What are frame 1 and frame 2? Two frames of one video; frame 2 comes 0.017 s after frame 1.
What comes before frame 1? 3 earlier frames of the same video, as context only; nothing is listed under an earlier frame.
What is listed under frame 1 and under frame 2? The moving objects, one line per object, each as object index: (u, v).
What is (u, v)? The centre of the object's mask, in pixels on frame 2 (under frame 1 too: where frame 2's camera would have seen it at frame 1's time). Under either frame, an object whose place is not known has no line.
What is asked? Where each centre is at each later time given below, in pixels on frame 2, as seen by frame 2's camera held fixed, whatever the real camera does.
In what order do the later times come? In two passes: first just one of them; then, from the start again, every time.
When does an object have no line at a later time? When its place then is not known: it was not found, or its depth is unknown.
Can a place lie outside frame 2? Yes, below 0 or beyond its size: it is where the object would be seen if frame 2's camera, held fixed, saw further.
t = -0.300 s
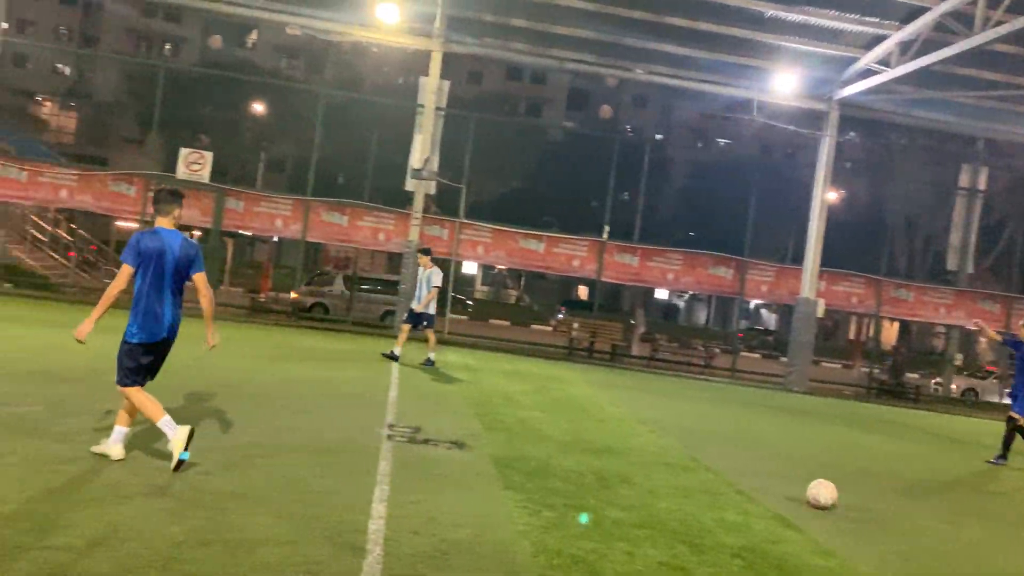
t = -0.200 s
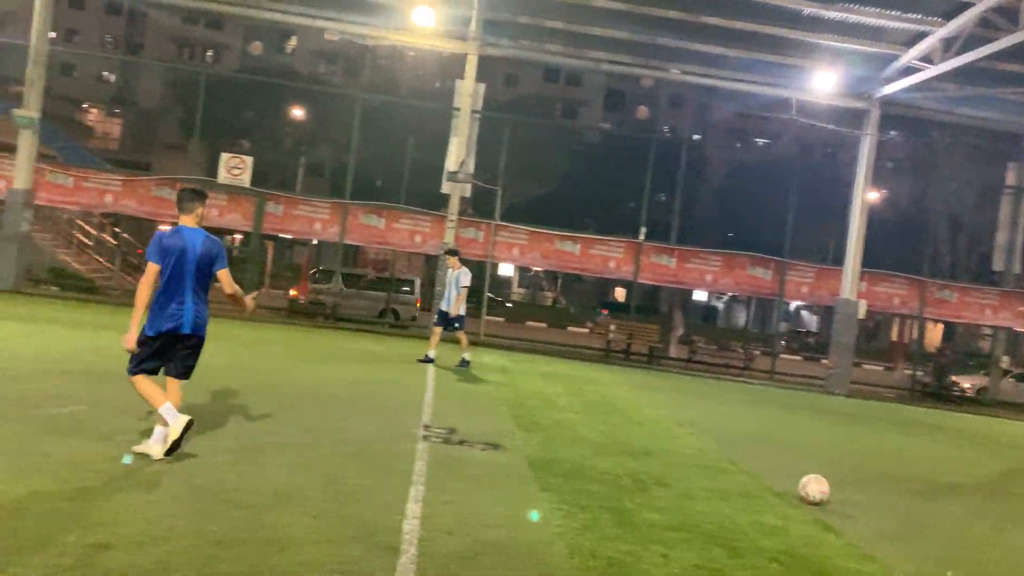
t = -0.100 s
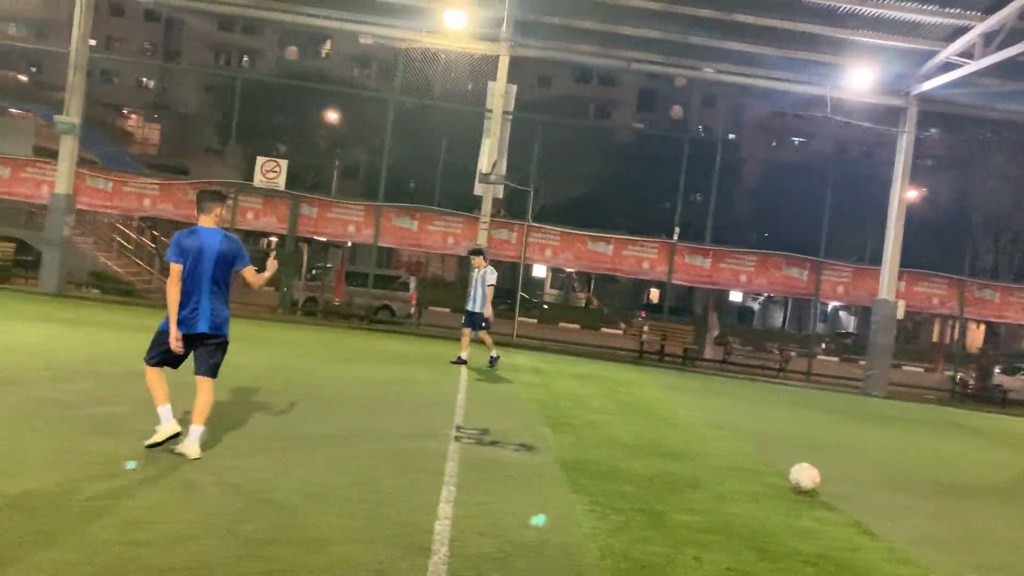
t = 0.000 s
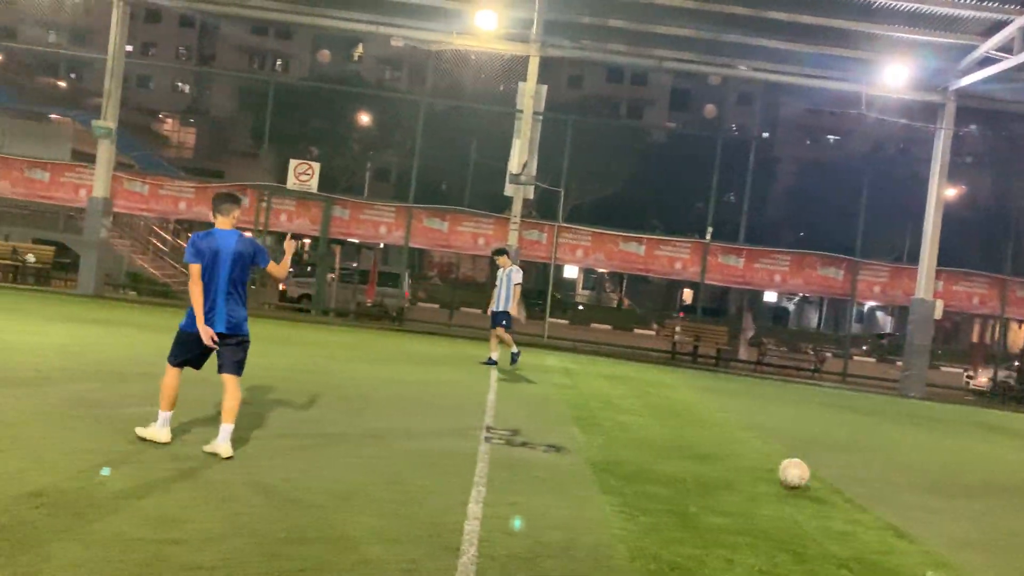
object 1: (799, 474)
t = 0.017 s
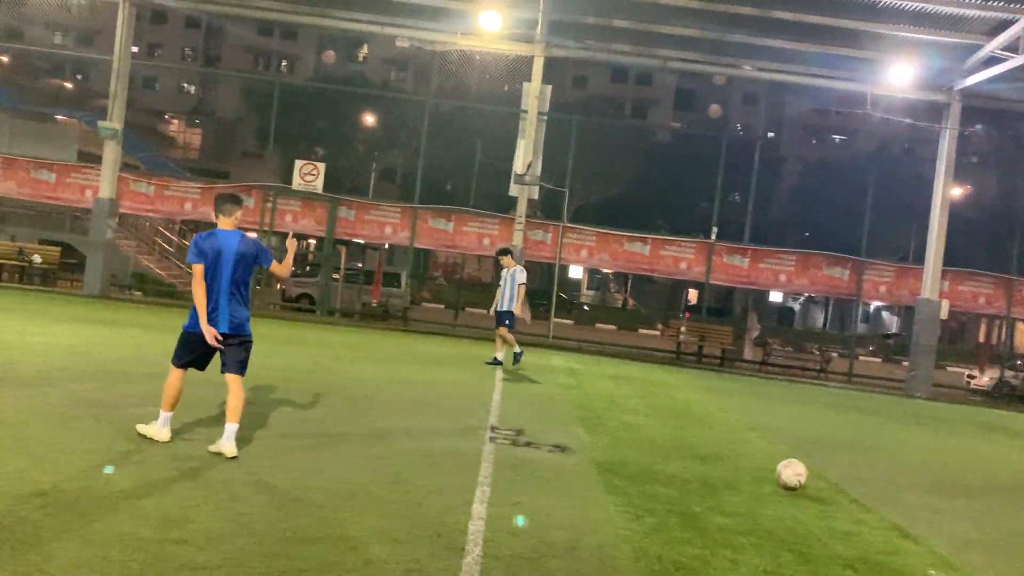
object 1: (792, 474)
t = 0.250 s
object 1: (695, 456)
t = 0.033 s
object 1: (784, 474)
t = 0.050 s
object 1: (776, 472)
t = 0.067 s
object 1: (769, 469)
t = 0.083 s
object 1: (762, 466)
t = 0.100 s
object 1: (756, 464)
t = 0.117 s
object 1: (749, 461)
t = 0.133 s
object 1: (742, 460)
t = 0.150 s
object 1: (736, 459)
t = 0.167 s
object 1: (729, 458)
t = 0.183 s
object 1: (721, 458)
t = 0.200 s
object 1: (715, 457)
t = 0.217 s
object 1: (708, 458)
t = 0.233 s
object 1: (701, 457)
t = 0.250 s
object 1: (695, 456)
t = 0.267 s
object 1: (688, 454)
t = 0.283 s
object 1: (682, 453)
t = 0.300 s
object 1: (675, 451)
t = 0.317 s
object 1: (670, 450)
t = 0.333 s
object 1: (663, 450)
